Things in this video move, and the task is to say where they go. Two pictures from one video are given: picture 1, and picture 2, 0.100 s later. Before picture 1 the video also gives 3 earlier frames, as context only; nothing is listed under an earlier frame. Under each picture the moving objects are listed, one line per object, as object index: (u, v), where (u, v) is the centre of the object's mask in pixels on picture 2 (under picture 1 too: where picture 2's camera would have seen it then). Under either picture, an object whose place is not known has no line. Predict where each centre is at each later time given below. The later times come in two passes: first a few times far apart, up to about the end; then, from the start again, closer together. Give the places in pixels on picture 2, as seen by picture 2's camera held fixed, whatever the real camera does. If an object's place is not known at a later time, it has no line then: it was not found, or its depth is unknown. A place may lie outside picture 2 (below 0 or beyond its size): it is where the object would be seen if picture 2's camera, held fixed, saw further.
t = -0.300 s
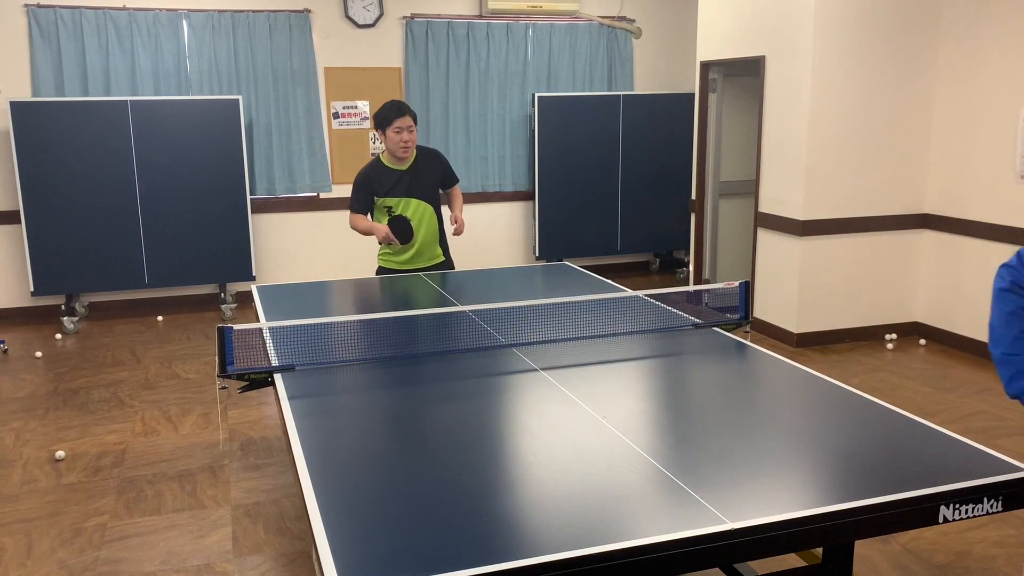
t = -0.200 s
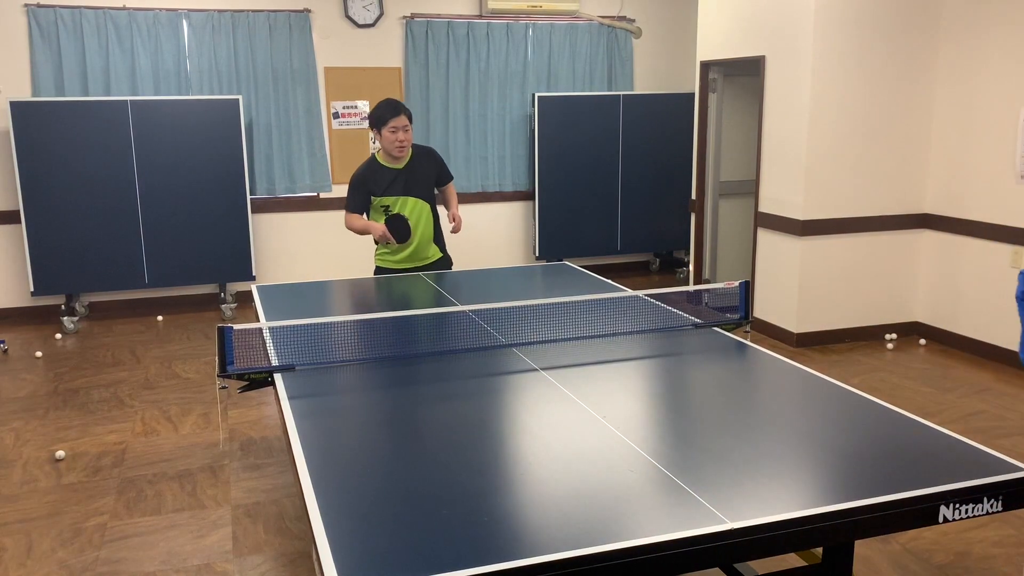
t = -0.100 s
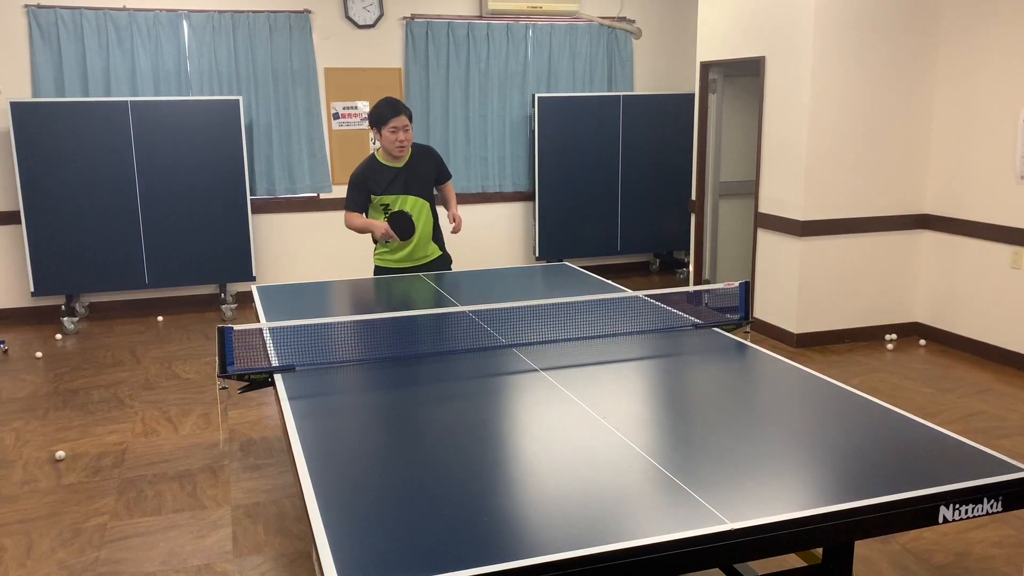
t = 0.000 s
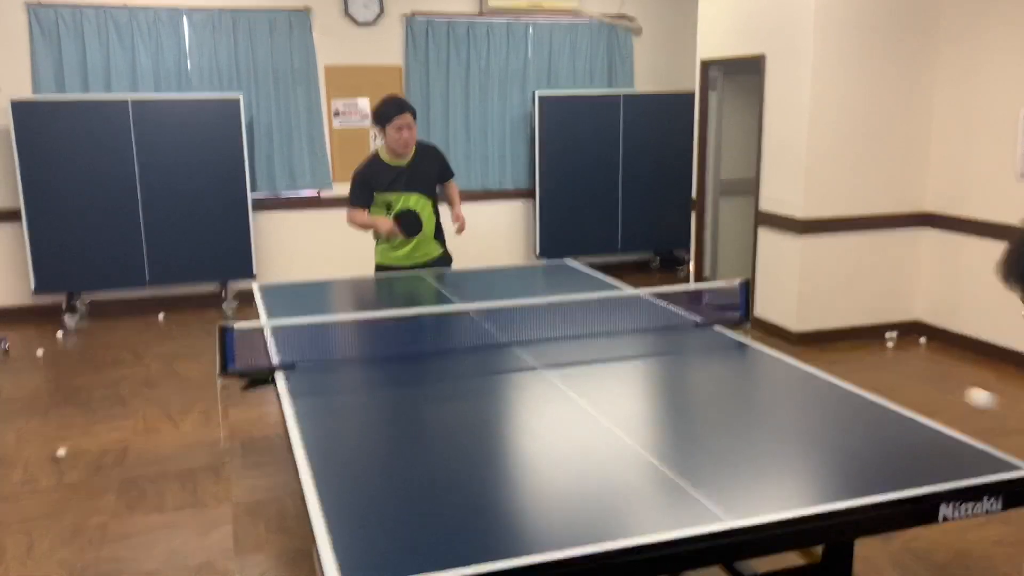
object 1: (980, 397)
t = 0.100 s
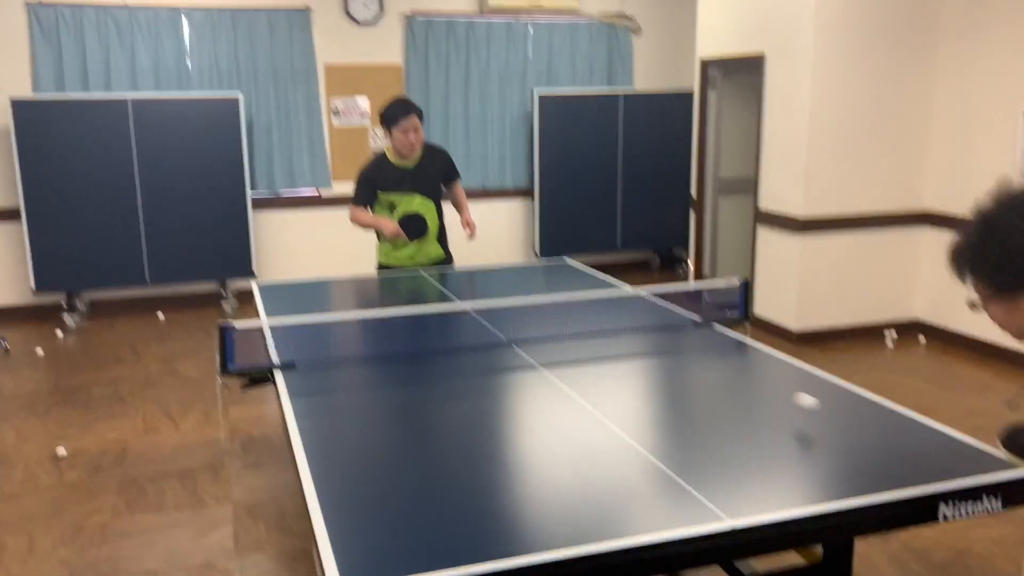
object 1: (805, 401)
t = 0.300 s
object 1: (658, 278)
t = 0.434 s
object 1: (602, 265)
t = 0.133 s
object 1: (769, 390)
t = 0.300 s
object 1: (658, 278)
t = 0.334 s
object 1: (642, 270)
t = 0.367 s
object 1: (627, 265)
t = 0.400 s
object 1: (614, 264)
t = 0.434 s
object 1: (602, 265)
